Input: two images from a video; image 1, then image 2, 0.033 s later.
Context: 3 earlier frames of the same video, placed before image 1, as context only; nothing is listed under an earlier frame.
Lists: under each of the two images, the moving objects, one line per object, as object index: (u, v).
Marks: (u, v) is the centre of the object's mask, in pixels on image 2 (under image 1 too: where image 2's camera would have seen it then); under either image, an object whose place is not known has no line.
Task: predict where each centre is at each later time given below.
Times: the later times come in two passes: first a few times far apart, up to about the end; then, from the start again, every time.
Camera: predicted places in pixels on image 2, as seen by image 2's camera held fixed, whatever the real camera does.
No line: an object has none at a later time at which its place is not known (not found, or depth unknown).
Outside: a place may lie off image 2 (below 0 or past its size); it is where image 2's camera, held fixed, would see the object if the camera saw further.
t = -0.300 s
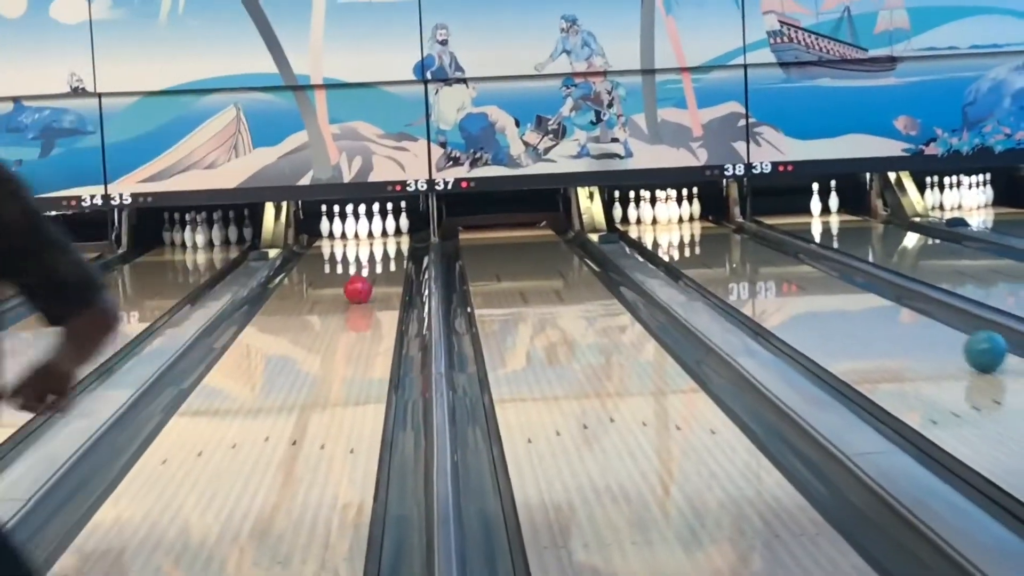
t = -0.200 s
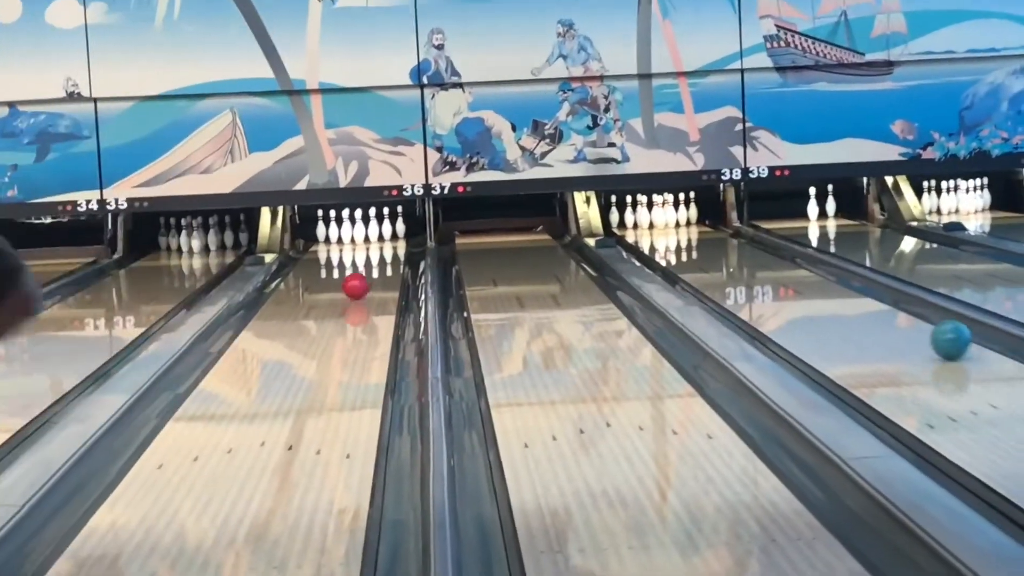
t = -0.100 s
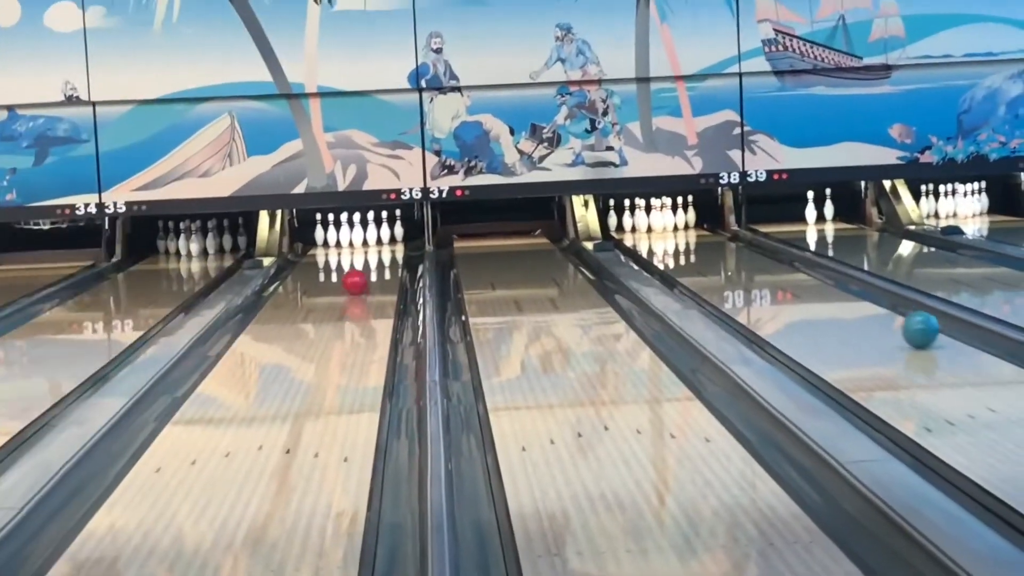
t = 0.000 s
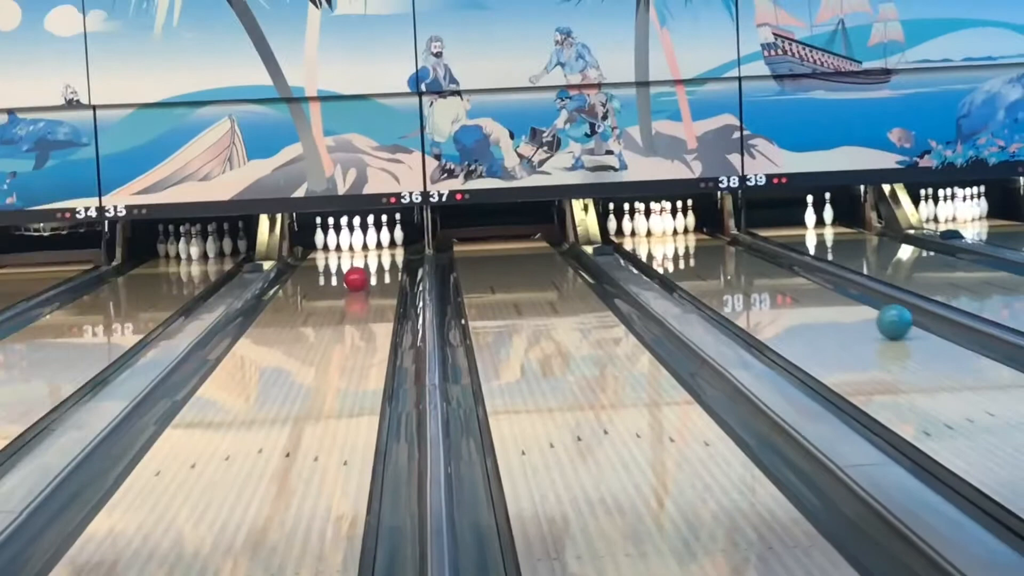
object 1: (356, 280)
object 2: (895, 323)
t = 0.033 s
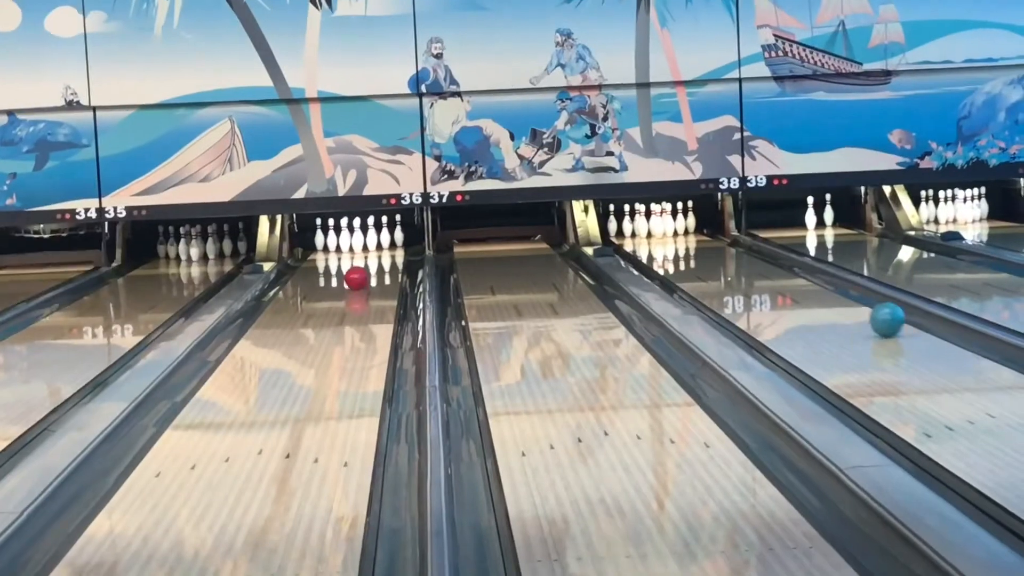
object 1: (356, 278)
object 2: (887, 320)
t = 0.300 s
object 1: (359, 265)
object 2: (835, 295)
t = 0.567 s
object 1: (361, 256)
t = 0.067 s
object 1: (357, 277)
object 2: (880, 316)
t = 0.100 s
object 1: (358, 275)
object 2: (873, 313)
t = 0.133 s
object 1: (358, 273)
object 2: (866, 309)
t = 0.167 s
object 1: (358, 272)
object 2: (859, 306)
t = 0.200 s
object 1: (358, 270)
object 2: (853, 303)
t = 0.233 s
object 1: (359, 269)
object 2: (847, 300)
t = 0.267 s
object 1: (359, 267)
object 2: (841, 298)
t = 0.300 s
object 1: (359, 265)
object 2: (835, 295)
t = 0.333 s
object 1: (359, 264)
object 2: (829, 293)
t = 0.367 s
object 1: (360, 263)
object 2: (824, 291)
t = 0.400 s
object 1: (360, 261)
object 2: (818, 288)
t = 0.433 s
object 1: (360, 260)
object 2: (813, 286)
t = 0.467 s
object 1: (361, 259)
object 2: (809, 284)
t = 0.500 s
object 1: (361, 257)
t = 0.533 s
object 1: (361, 256)
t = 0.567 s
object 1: (361, 256)
